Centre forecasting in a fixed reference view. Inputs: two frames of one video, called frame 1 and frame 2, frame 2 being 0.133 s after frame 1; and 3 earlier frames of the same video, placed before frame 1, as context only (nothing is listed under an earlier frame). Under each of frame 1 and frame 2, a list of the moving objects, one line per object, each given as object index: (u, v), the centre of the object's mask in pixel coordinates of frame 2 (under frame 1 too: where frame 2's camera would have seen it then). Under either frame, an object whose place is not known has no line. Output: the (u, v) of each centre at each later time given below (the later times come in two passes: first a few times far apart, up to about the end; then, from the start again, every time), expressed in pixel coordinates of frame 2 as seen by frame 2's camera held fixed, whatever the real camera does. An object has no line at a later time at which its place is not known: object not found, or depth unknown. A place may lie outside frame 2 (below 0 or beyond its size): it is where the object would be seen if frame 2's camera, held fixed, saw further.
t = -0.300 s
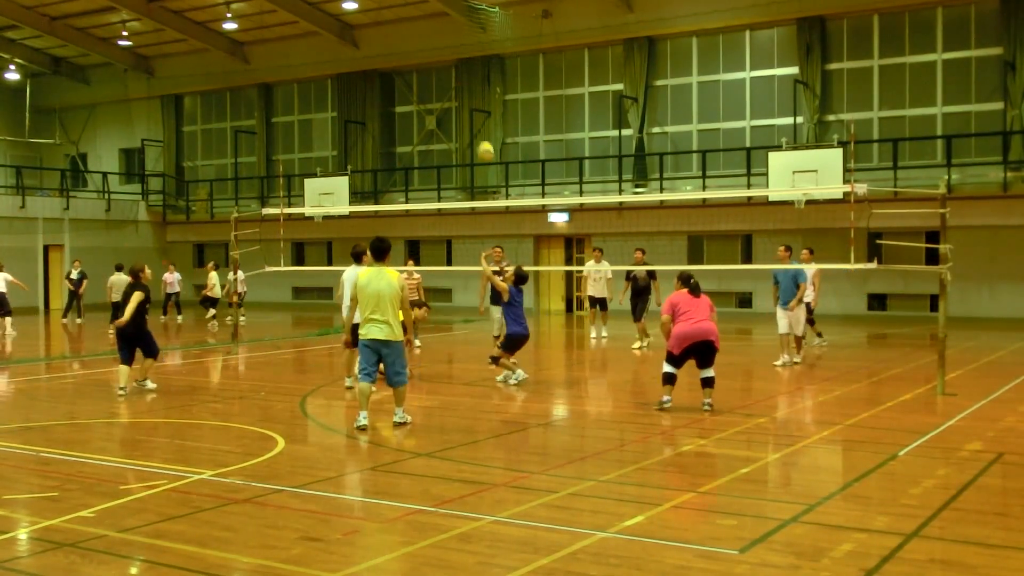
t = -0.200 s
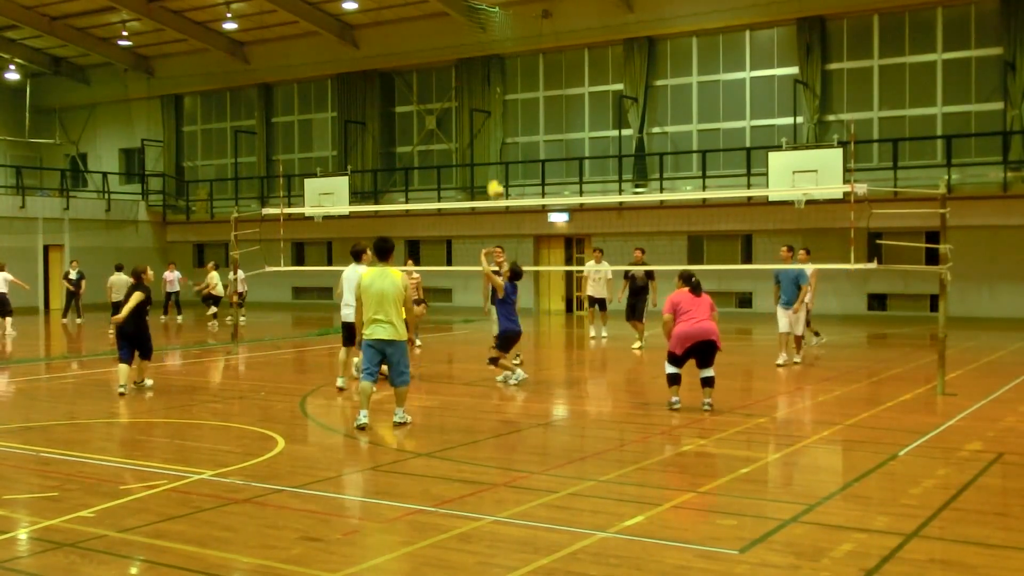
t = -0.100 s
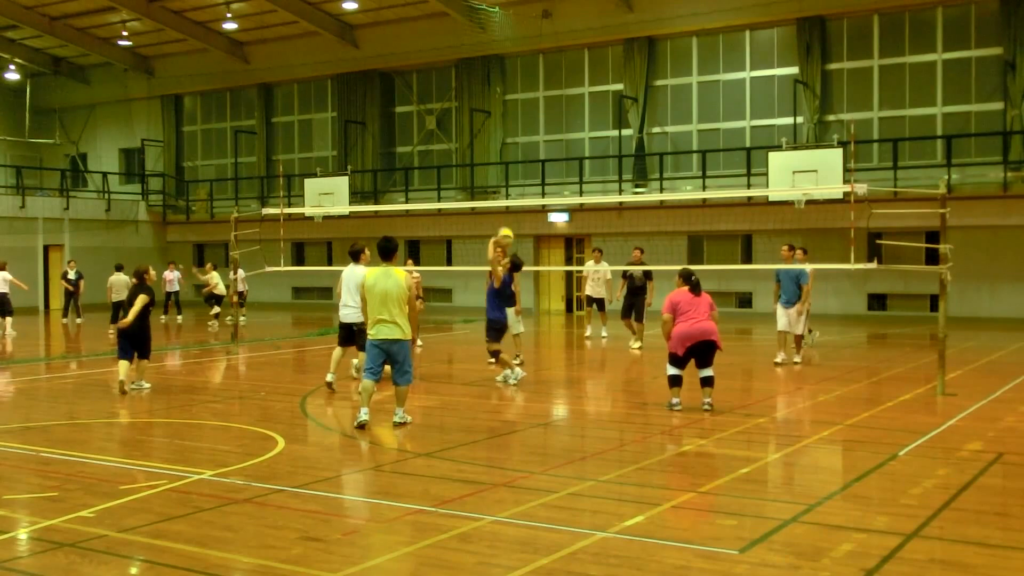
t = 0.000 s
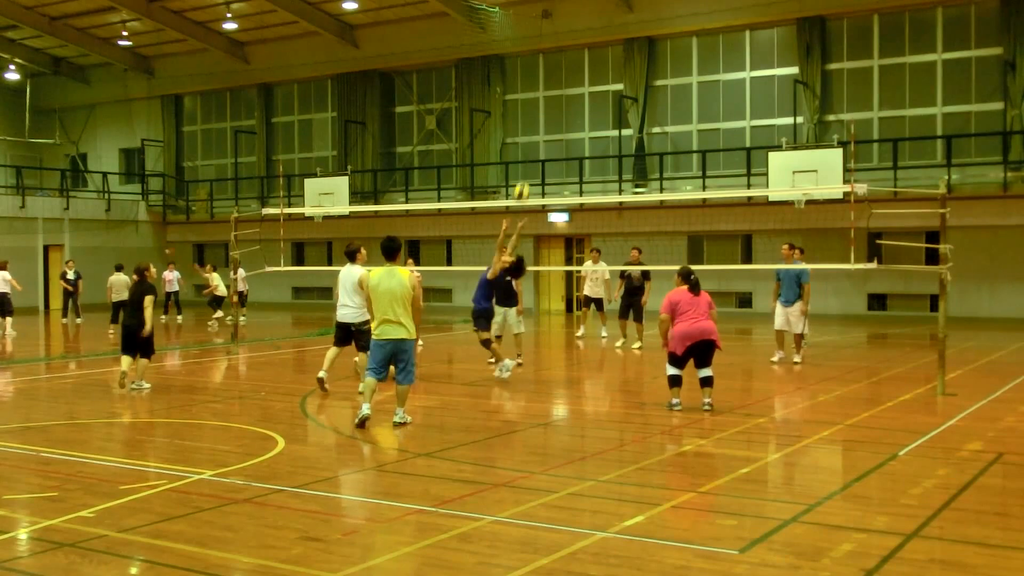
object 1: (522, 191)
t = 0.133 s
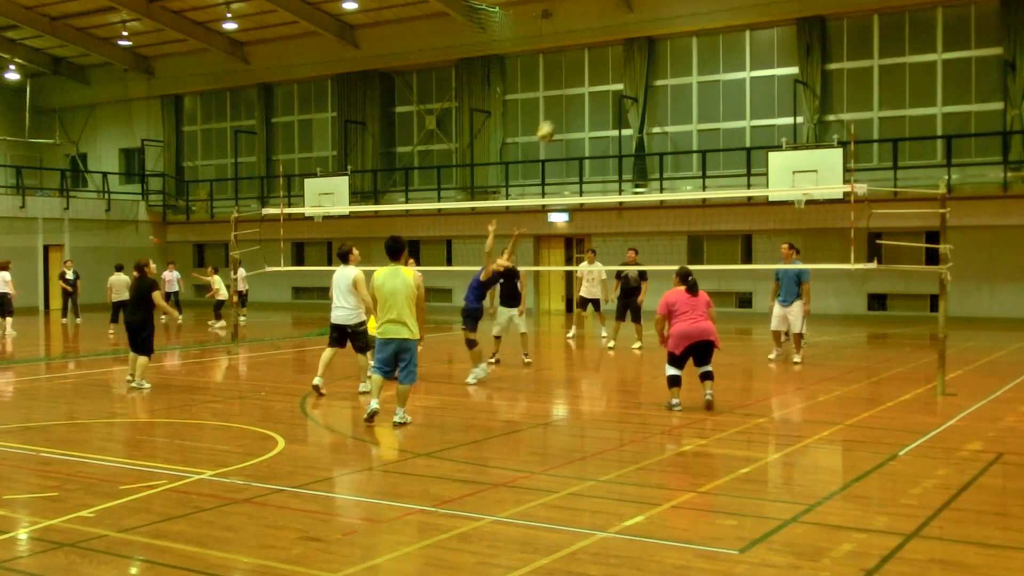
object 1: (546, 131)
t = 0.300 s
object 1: (574, 75)
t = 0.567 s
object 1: (622, 27)
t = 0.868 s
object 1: (677, 45)
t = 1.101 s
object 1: (720, 113)
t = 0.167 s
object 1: (551, 118)
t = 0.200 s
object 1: (557, 106)
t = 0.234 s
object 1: (562, 95)
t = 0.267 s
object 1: (569, 84)
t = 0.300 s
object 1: (574, 75)
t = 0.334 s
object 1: (581, 66)
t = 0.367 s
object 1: (587, 58)
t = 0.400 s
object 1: (592, 50)
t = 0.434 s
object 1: (598, 44)
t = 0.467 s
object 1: (605, 38)
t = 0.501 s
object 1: (611, 33)
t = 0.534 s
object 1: (616, 30)
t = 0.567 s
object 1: (622, 27)
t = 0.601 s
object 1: (627, 25)
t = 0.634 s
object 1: (632, 26)
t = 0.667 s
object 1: (640, 26)
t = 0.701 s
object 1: (645, 26)
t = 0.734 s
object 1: (652, 29)
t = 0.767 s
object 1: (658, 32)
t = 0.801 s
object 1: (664, 34)
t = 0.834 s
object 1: (671, 39)
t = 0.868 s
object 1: (677, 45)
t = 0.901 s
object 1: (683, 51)
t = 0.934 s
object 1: (690, 59)
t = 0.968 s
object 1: (695, 67)
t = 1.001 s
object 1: (701, 76)
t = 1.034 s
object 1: (708, 89)
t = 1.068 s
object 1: (714, 101)
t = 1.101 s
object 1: (720, 113)
